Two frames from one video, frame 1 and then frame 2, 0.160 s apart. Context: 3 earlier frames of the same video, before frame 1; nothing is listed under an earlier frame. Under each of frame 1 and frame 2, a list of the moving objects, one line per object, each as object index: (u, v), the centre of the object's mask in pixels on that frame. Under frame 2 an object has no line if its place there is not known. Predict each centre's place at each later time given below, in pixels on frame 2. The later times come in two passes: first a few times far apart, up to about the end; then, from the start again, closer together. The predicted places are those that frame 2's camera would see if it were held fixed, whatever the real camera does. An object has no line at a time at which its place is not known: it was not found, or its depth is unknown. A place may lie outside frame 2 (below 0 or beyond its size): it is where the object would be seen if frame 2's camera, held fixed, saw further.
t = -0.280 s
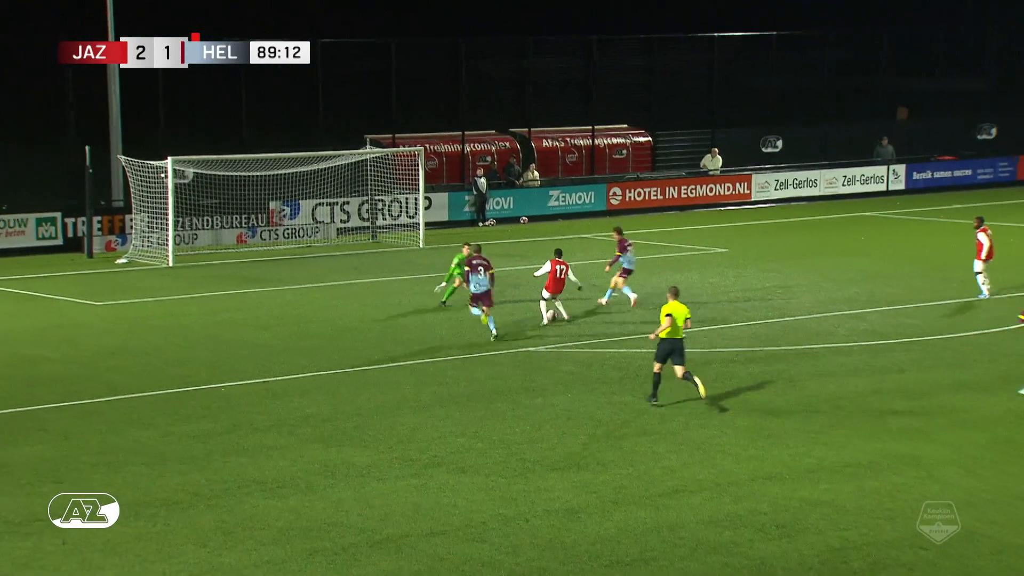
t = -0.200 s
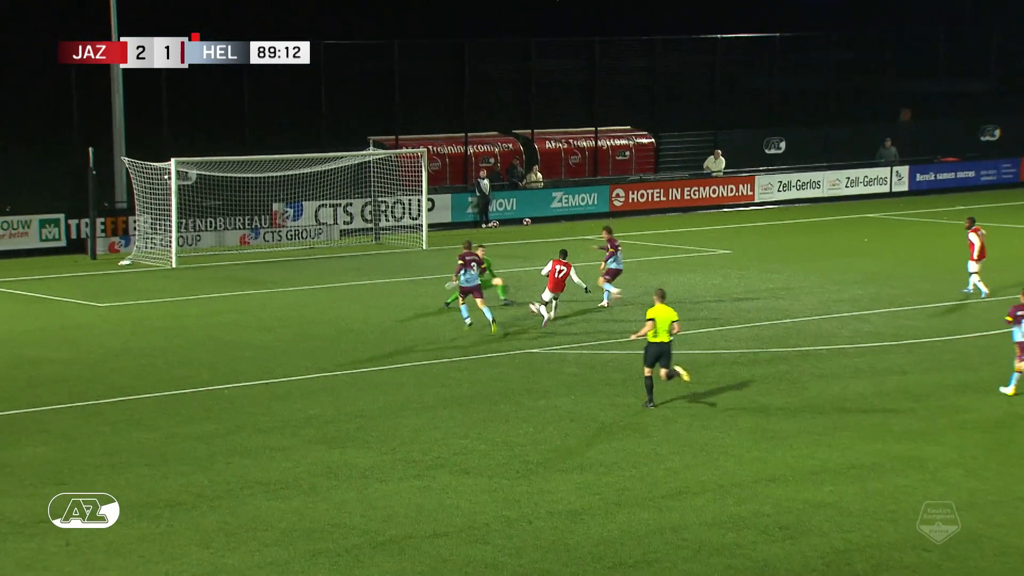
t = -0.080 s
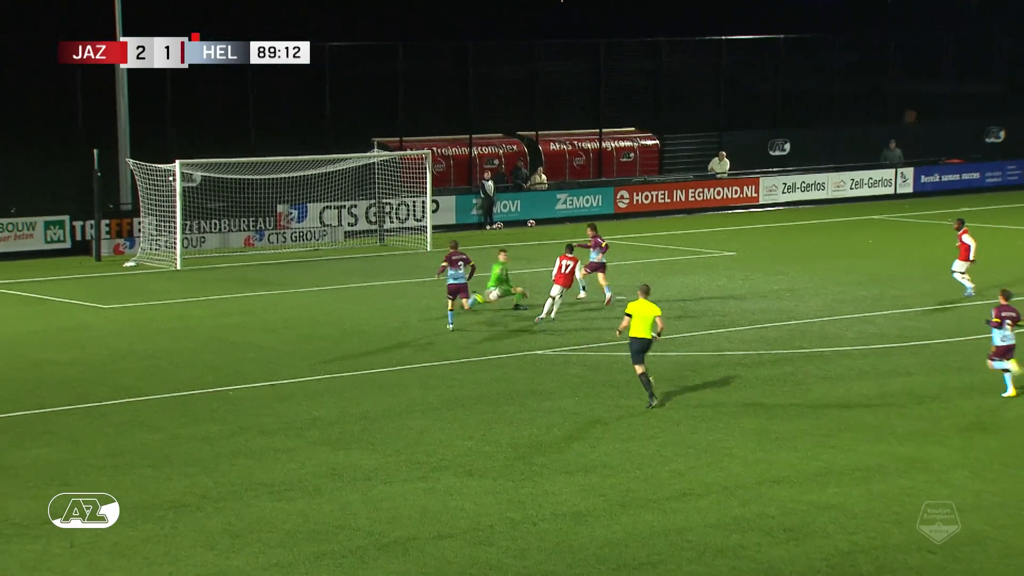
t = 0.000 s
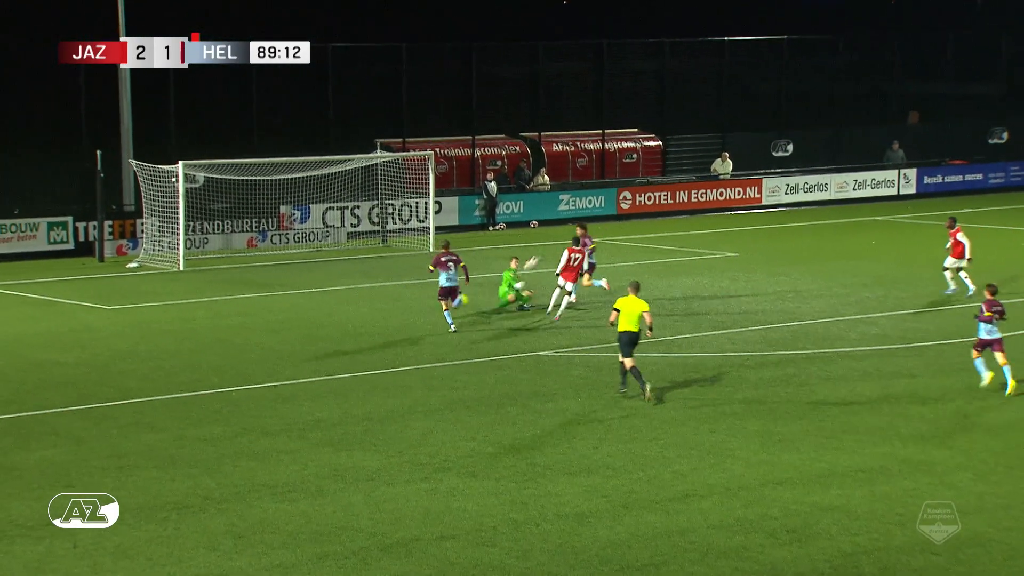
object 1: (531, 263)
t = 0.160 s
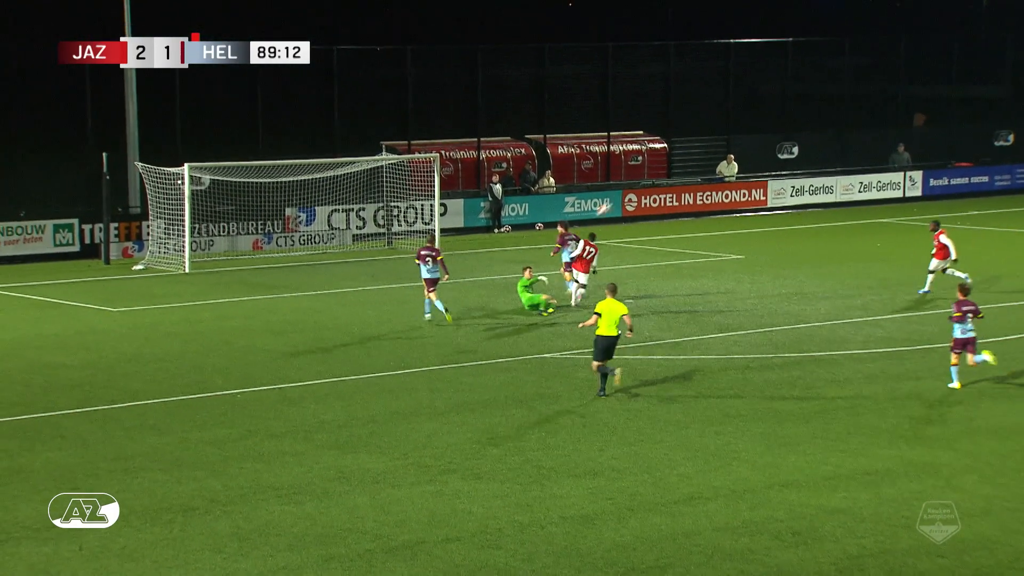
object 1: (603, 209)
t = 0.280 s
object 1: (654, 174)
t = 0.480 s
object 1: (736, 130)
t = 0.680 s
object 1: (818, 103)
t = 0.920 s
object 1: (913, 94)
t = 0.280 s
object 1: (654, 174)
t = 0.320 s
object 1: (670, 164)
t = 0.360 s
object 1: (687, 155)
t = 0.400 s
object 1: (703, 146)
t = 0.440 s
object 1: (720, 138)
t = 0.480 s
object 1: (736, 130)
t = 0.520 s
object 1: (753, 124)
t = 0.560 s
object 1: (769, 117)
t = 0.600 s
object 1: (785, 112)
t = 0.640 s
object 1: (801, 107)
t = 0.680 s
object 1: (818, 103)
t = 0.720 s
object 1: (834, 99)
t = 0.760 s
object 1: (849, 97)
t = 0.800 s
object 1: (866, 95)
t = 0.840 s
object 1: (881, 93)
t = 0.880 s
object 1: (898, 93)
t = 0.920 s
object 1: (913, 94)
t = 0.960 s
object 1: (930, 94)
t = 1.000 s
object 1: (942, 98)
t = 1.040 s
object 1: (961, 99)
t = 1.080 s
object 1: (969, 103)
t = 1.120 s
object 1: (980, 110)
